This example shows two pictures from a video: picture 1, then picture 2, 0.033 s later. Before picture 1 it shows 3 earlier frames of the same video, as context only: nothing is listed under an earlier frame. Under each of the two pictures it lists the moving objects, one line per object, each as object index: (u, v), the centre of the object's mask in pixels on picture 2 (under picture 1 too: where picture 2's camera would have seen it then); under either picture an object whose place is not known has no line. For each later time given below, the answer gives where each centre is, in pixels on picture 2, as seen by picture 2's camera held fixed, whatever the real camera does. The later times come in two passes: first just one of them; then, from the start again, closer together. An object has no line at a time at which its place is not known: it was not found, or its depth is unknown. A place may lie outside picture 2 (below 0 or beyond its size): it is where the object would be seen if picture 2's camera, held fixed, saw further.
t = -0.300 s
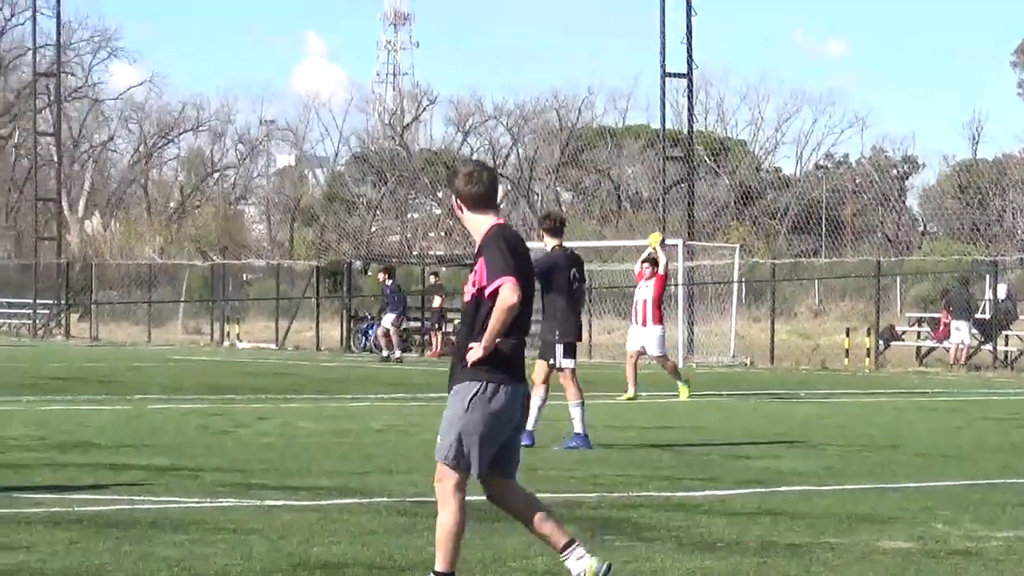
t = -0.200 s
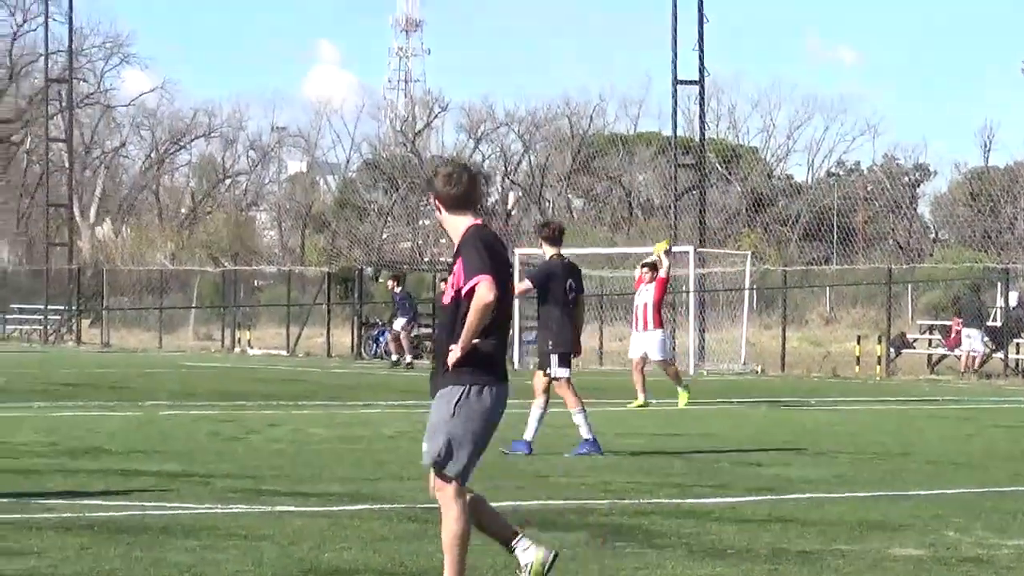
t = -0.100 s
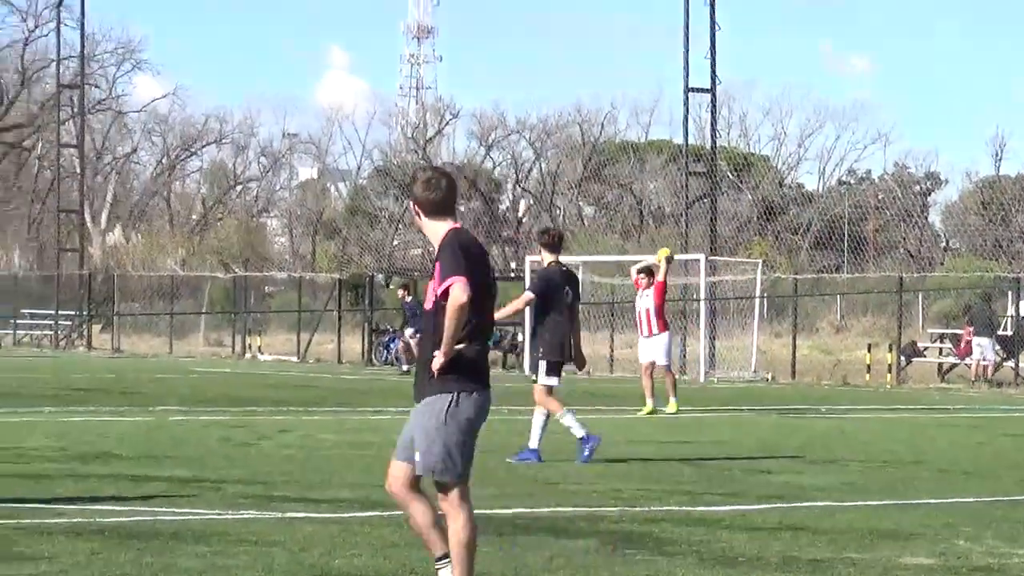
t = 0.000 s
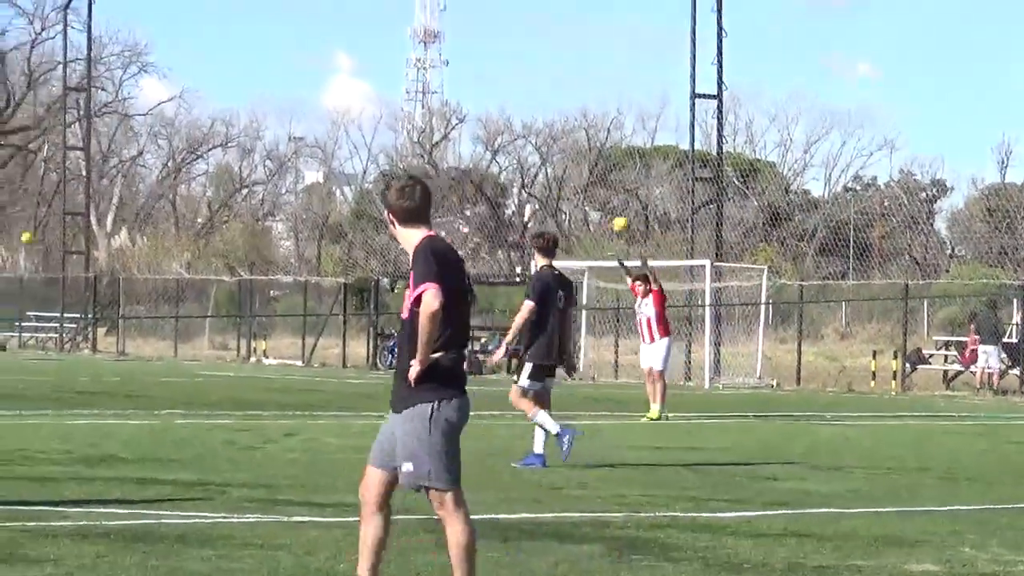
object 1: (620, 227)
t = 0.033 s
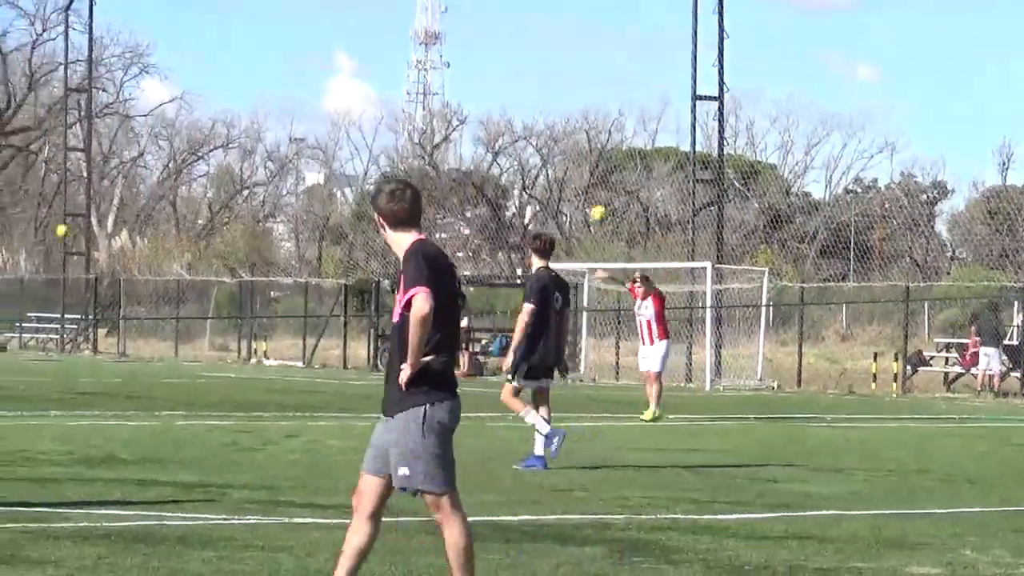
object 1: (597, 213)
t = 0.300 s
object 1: (425, 137)
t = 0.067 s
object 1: (575, 200)
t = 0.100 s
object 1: (555, 188)
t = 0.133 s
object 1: (534, 178)
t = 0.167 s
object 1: (511, 166)
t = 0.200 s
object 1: (489, 155)
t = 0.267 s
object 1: (442, 143)
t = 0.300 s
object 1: (425, 137)
